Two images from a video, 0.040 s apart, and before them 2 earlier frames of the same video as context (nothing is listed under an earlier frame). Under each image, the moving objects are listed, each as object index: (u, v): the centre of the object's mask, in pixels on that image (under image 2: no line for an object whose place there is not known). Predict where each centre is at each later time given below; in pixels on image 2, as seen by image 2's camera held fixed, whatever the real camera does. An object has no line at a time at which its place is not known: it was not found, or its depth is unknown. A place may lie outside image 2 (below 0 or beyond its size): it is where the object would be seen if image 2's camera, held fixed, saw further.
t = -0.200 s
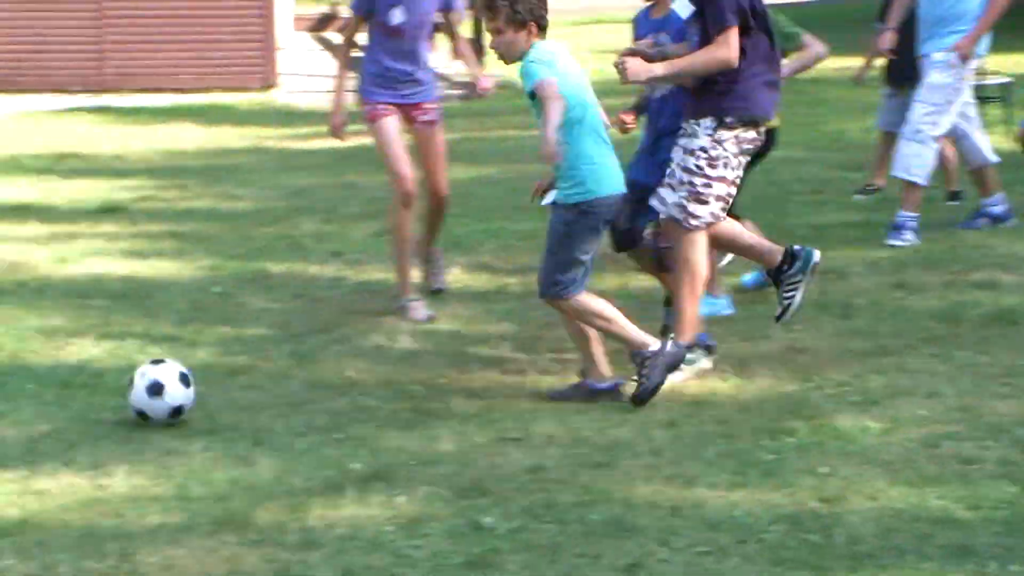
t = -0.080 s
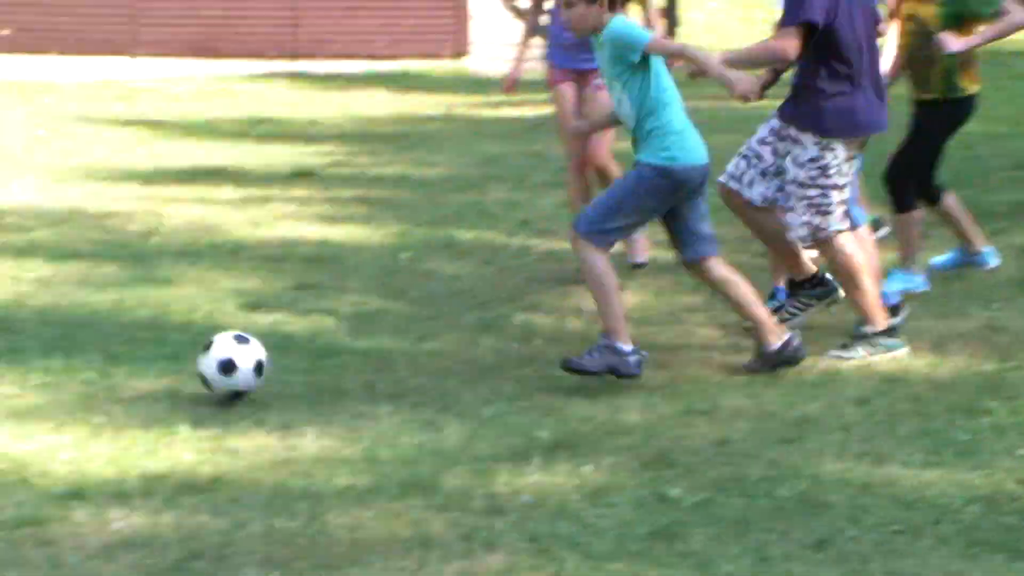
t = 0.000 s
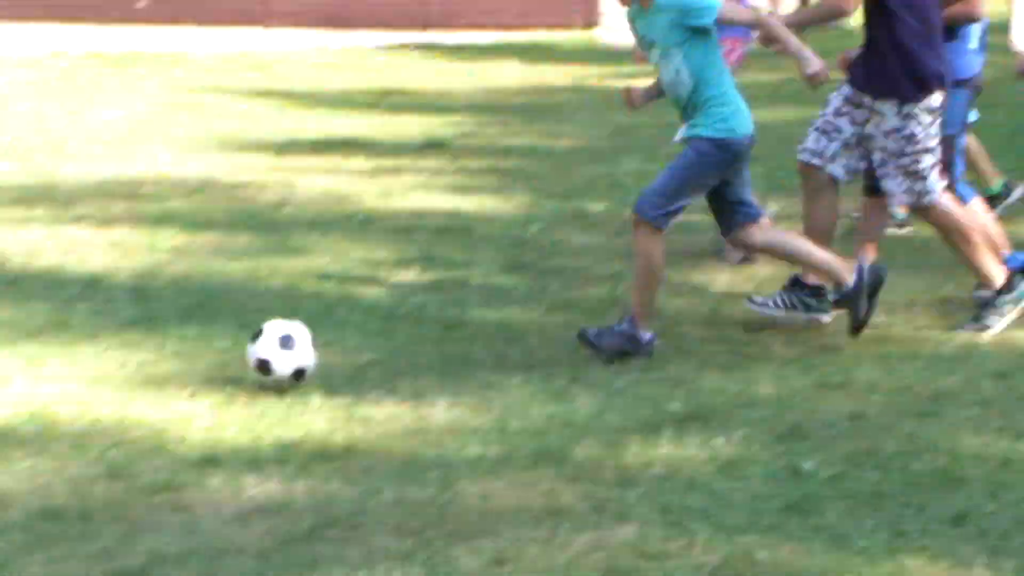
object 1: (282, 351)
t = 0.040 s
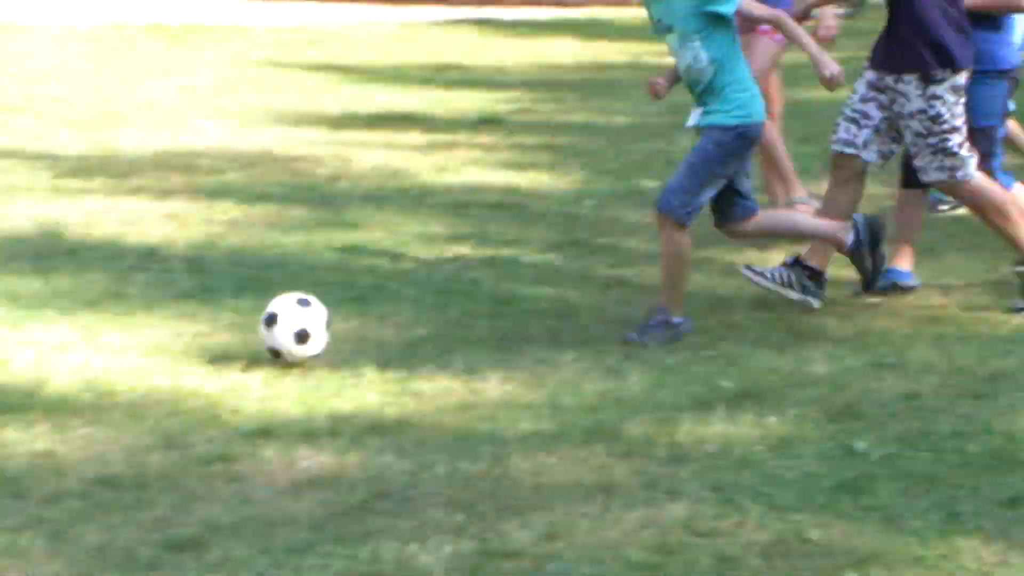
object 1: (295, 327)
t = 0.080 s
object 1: (252, 331)
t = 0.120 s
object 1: (207, 342)
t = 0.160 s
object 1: (163, 358)
